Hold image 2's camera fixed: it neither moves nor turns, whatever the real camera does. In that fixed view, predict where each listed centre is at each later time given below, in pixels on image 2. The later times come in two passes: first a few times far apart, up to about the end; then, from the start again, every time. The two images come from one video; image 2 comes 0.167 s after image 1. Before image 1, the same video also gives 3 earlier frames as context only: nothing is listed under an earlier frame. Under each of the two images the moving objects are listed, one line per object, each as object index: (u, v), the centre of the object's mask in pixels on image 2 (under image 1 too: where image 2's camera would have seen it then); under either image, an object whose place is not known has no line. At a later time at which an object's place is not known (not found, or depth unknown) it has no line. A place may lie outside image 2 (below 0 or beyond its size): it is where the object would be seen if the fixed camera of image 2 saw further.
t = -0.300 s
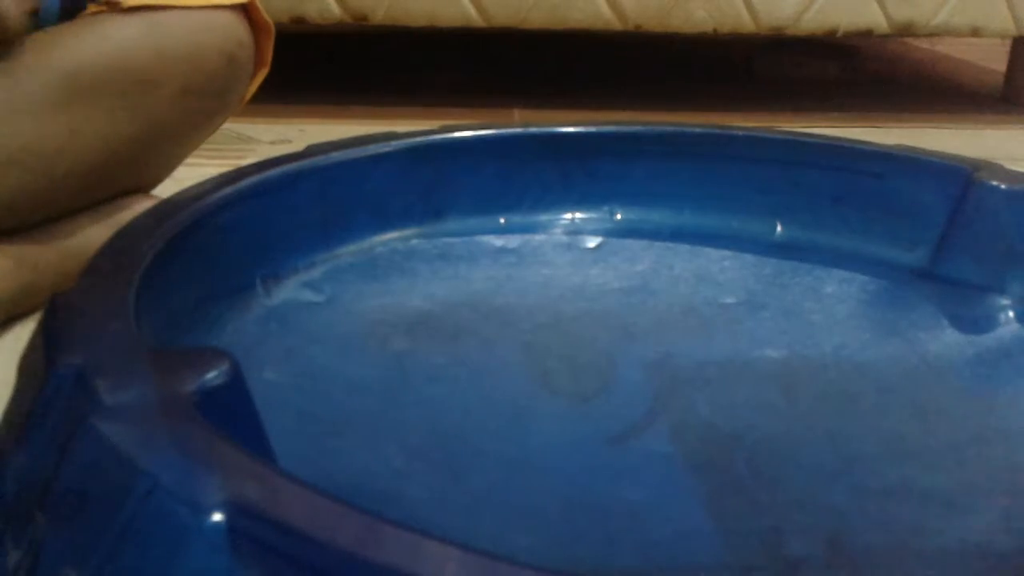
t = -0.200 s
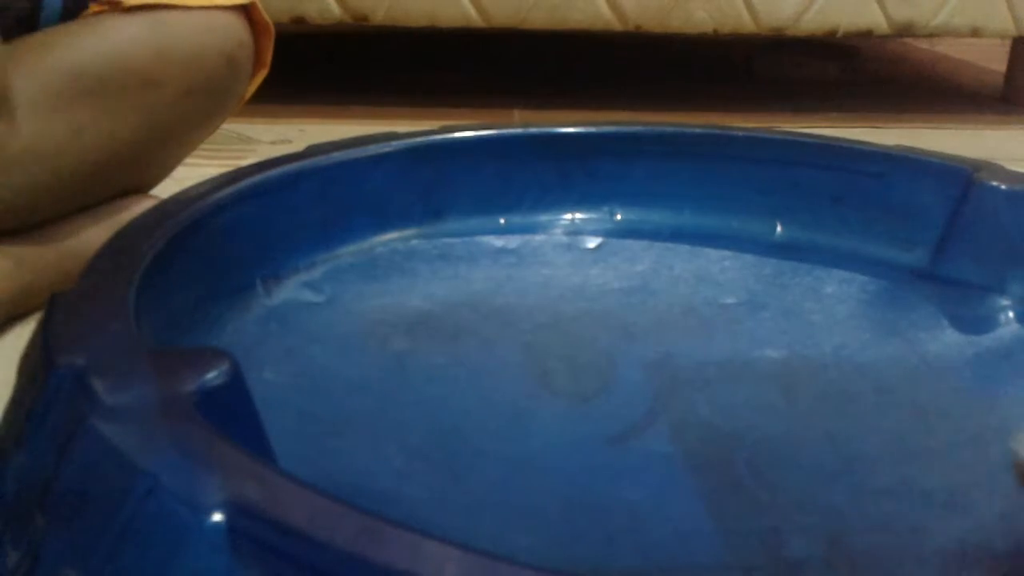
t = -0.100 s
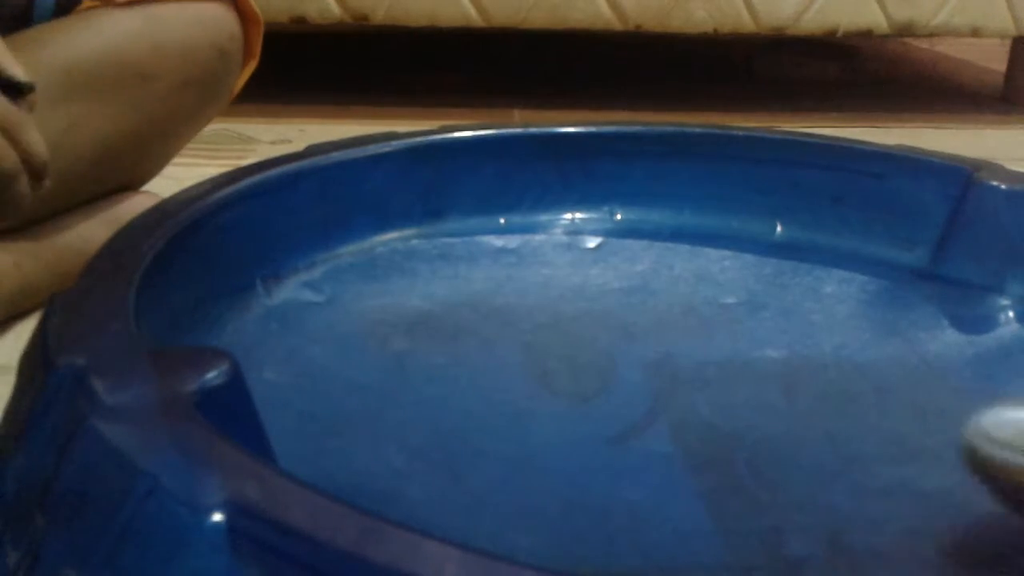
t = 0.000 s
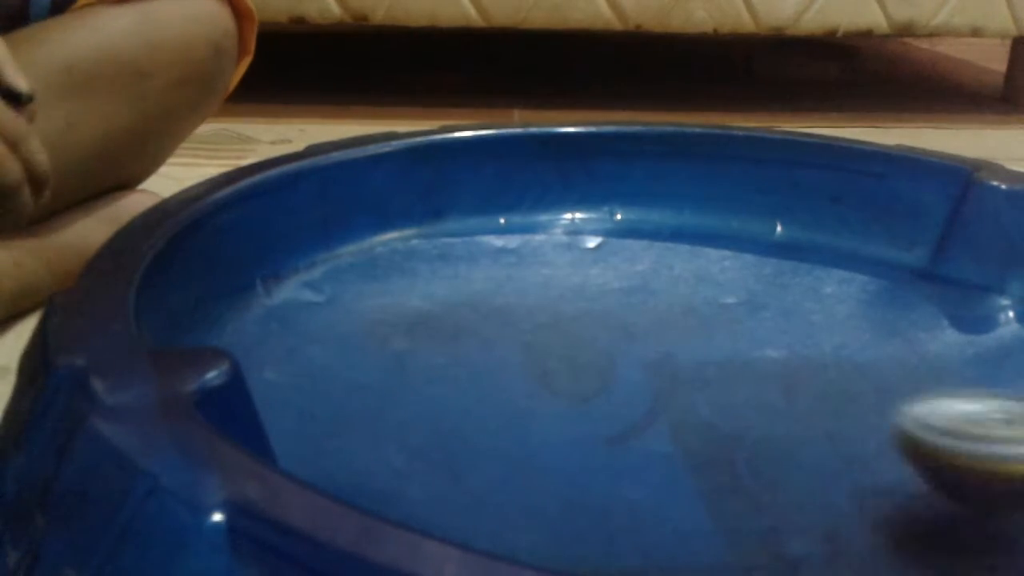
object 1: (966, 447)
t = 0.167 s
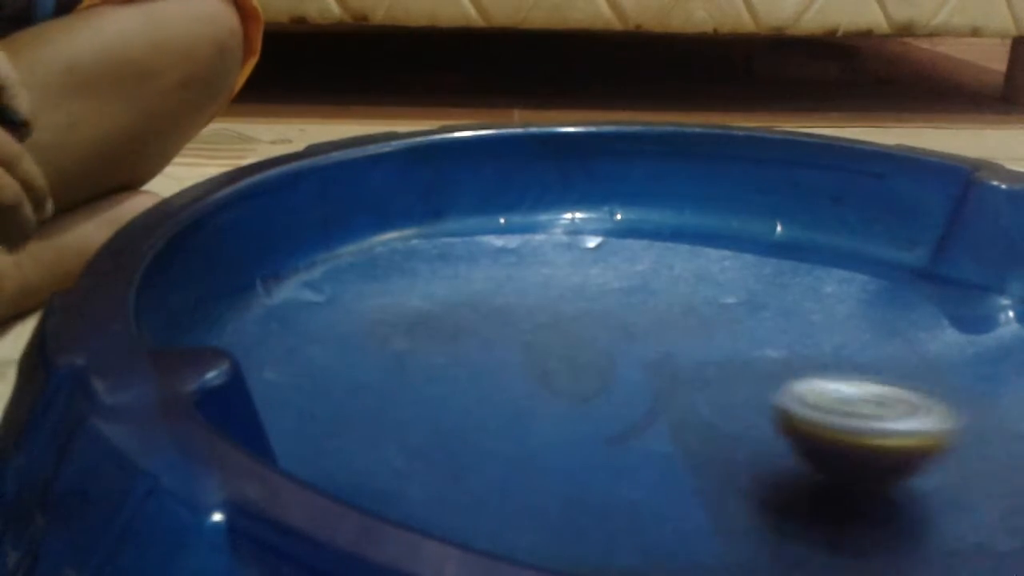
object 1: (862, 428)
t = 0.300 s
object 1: (756, 408)
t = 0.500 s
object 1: (612, 377)
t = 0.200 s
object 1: (834, 422)
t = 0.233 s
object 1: (809, 417)
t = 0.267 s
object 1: (783, 412)
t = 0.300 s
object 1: (756, 408)
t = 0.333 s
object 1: (730, 401)
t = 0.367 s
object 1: (705, 397)
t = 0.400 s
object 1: (680, 391)
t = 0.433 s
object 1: (657, 386)
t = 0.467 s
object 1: (633, 381)
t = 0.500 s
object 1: (612, 377)
